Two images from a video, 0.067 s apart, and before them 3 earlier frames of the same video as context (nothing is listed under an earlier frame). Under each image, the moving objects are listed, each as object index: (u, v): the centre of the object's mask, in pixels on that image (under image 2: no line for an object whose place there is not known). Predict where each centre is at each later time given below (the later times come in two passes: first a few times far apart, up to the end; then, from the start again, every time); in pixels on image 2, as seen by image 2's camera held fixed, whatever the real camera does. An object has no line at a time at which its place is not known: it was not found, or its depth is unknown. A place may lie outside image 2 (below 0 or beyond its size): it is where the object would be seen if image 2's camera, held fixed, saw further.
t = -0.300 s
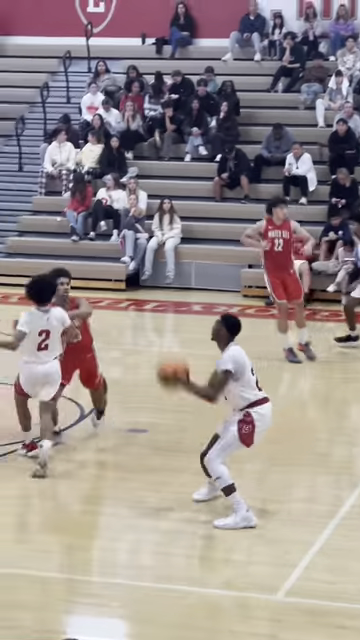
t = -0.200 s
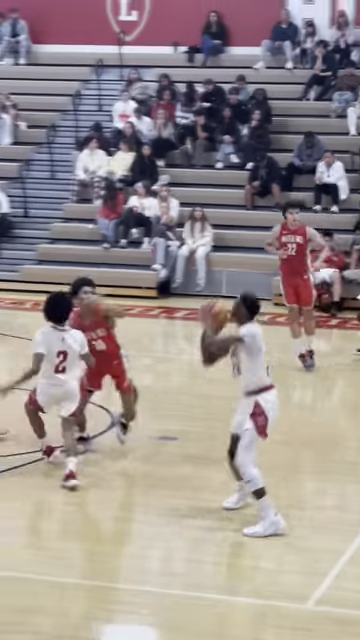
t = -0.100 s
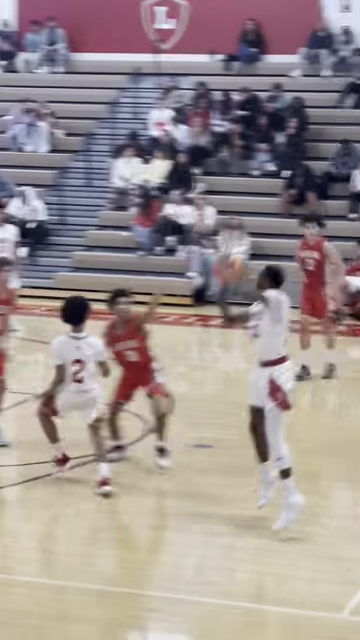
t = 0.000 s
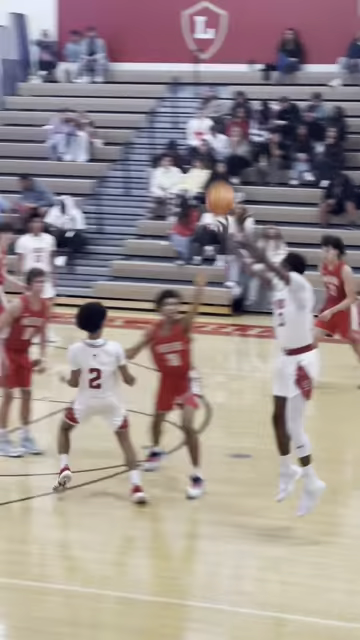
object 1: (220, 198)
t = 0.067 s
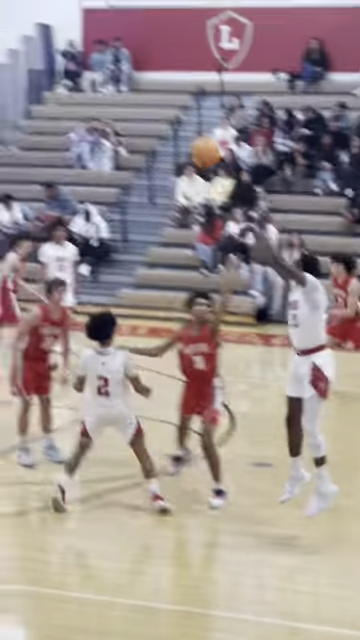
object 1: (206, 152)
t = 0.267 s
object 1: (92, 18)
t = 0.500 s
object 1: (-25, -59)
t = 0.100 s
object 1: (186, 127)
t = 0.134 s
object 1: (167, 101)
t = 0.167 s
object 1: (146, 78)
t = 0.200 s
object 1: (129, 57)
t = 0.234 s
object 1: (110, 37)
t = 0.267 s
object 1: (92, 18)
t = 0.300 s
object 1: (74, 5)
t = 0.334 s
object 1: (57, -10)
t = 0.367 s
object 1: (38, -23)
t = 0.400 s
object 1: (21, -35)
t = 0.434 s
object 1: (4, -45)
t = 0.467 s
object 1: (-12, -53)
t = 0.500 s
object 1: (-25, -59)
